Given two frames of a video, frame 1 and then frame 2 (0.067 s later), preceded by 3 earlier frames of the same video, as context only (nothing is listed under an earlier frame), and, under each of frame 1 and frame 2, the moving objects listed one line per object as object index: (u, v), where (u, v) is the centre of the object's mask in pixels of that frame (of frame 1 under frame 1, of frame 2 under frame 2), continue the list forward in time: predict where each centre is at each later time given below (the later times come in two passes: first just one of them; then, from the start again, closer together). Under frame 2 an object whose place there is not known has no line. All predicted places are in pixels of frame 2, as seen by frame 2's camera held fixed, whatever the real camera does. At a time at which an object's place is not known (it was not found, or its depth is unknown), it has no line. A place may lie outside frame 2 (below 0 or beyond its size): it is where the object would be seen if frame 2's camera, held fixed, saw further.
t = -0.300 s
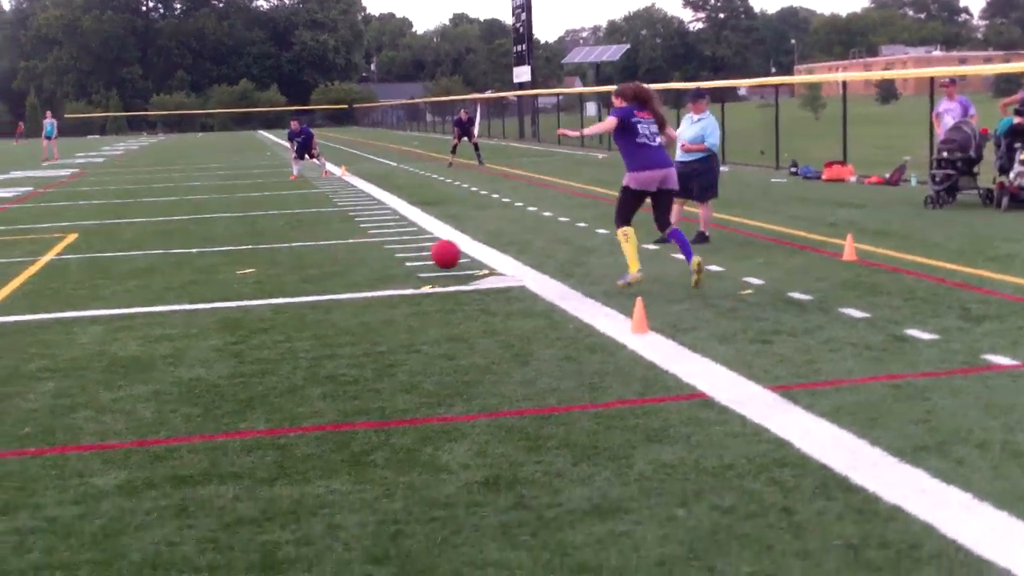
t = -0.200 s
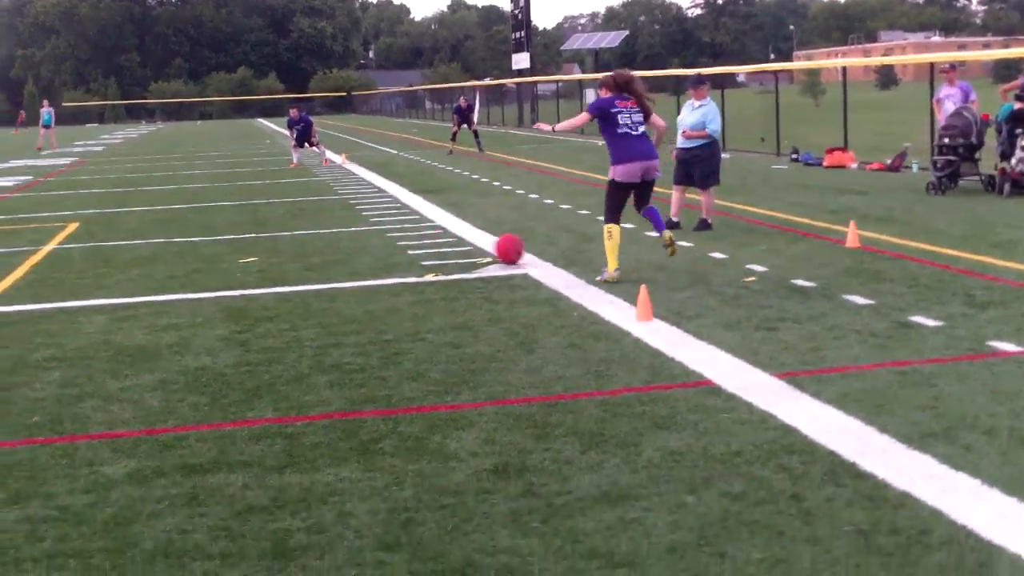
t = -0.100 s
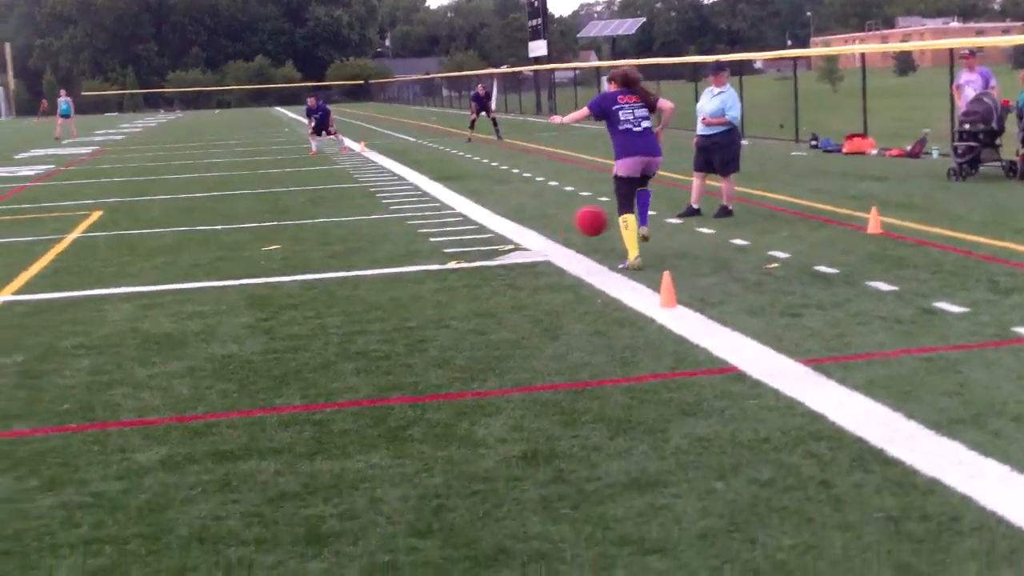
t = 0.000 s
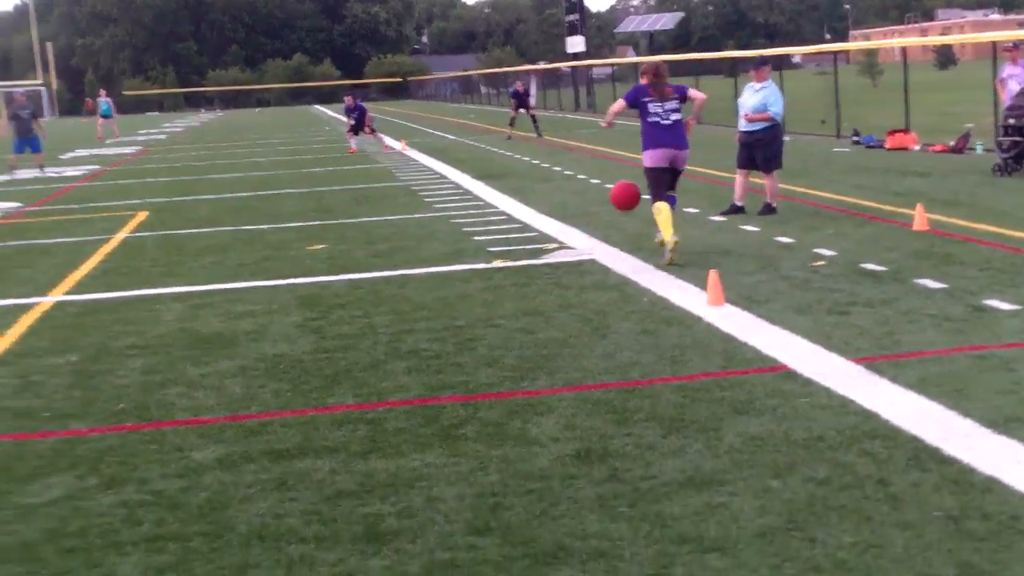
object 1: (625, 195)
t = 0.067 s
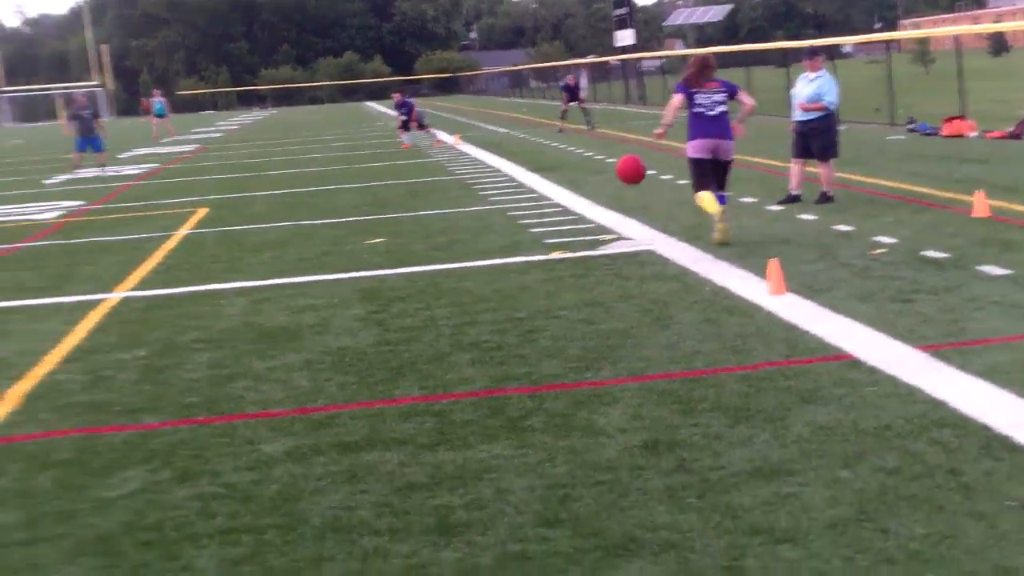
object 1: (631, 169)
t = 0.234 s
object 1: (528, 152)
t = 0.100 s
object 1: (607, 162)
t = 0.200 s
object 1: (547, 154)
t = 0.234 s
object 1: (528, 152)
